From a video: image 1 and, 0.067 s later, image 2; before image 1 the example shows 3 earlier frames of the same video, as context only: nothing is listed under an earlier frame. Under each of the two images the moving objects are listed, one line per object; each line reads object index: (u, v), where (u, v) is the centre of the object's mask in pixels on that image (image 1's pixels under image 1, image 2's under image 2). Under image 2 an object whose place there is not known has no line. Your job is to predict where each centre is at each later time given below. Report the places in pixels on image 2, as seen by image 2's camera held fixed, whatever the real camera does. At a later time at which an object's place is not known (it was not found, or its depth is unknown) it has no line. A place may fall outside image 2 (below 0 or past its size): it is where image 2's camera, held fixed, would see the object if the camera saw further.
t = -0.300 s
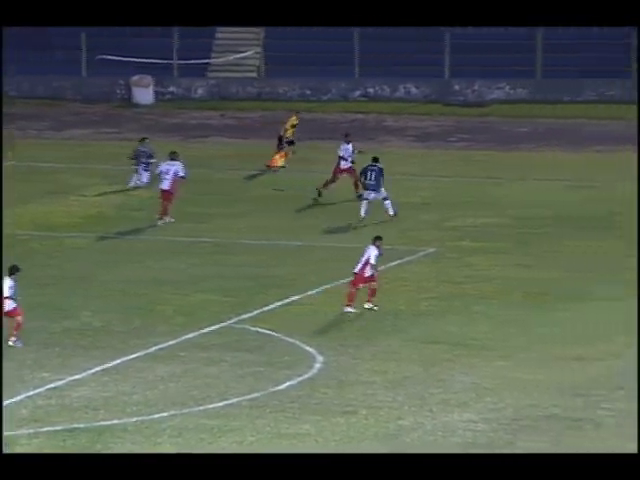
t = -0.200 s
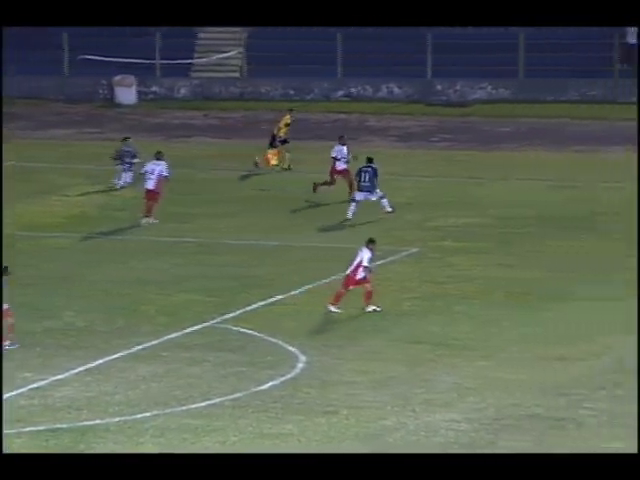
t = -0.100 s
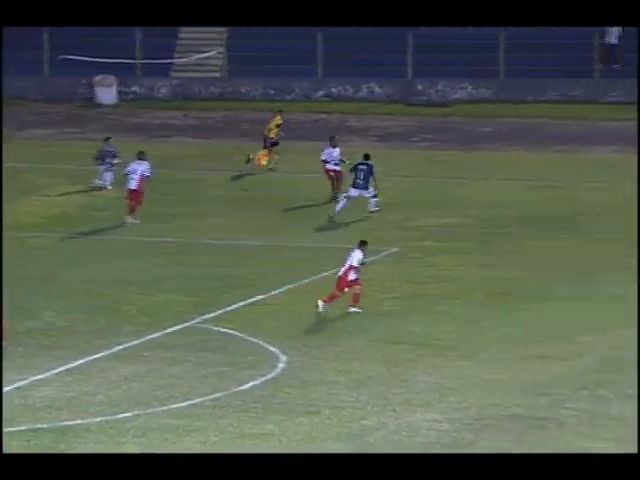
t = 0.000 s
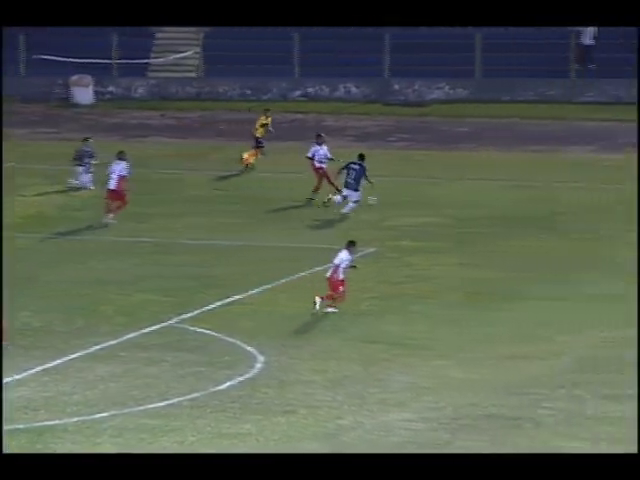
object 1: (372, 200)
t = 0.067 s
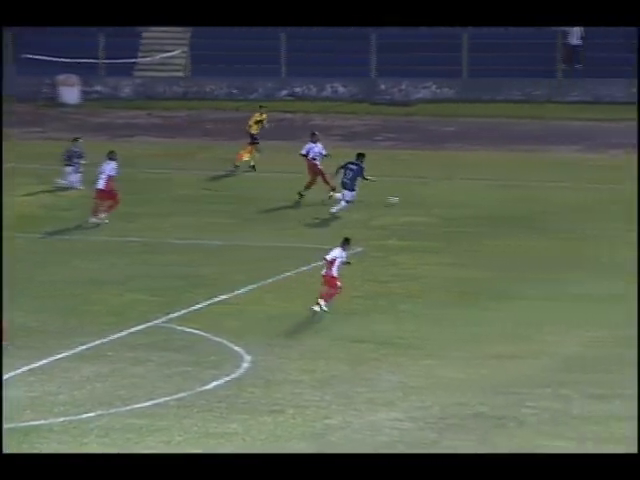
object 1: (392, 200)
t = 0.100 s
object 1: (406, 200)
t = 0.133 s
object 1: (423, 202)
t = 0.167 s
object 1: (438, 203)
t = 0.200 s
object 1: (449, 204)
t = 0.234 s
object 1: (464, 204)
